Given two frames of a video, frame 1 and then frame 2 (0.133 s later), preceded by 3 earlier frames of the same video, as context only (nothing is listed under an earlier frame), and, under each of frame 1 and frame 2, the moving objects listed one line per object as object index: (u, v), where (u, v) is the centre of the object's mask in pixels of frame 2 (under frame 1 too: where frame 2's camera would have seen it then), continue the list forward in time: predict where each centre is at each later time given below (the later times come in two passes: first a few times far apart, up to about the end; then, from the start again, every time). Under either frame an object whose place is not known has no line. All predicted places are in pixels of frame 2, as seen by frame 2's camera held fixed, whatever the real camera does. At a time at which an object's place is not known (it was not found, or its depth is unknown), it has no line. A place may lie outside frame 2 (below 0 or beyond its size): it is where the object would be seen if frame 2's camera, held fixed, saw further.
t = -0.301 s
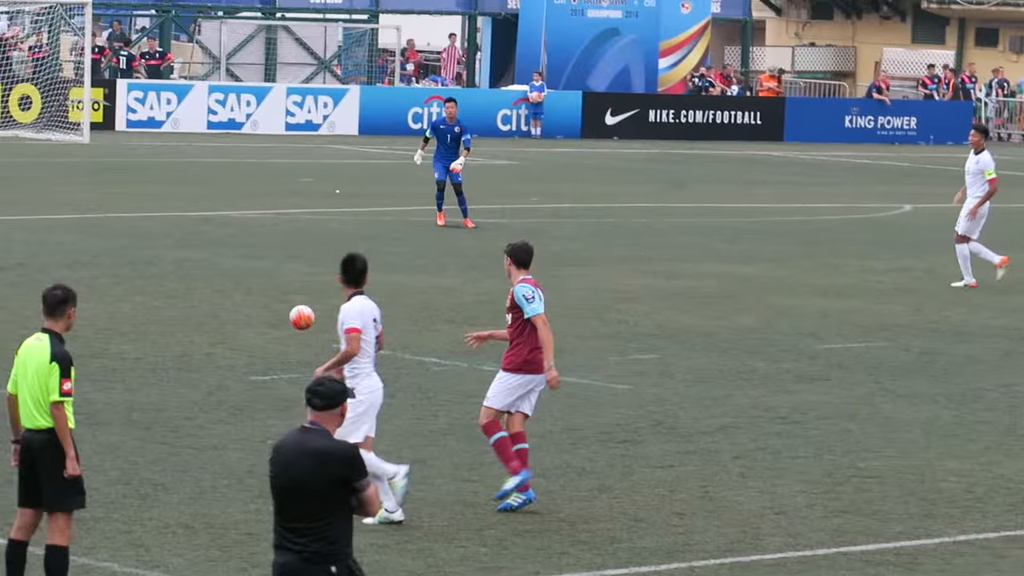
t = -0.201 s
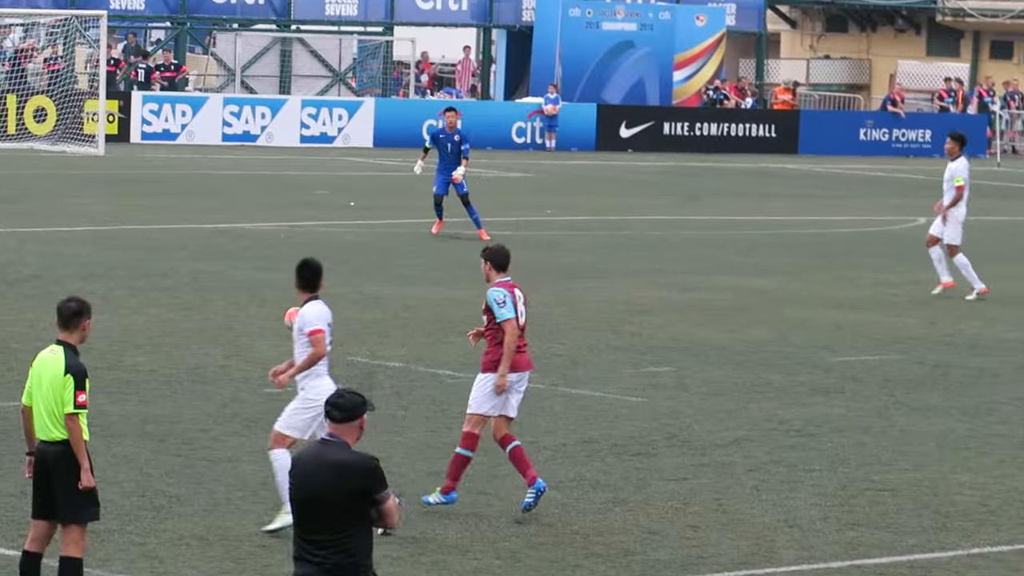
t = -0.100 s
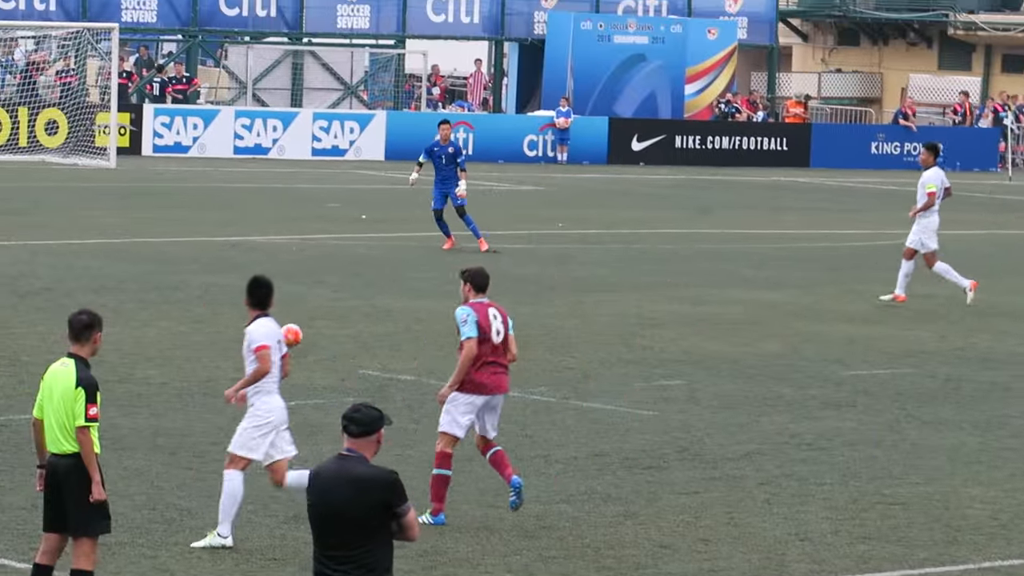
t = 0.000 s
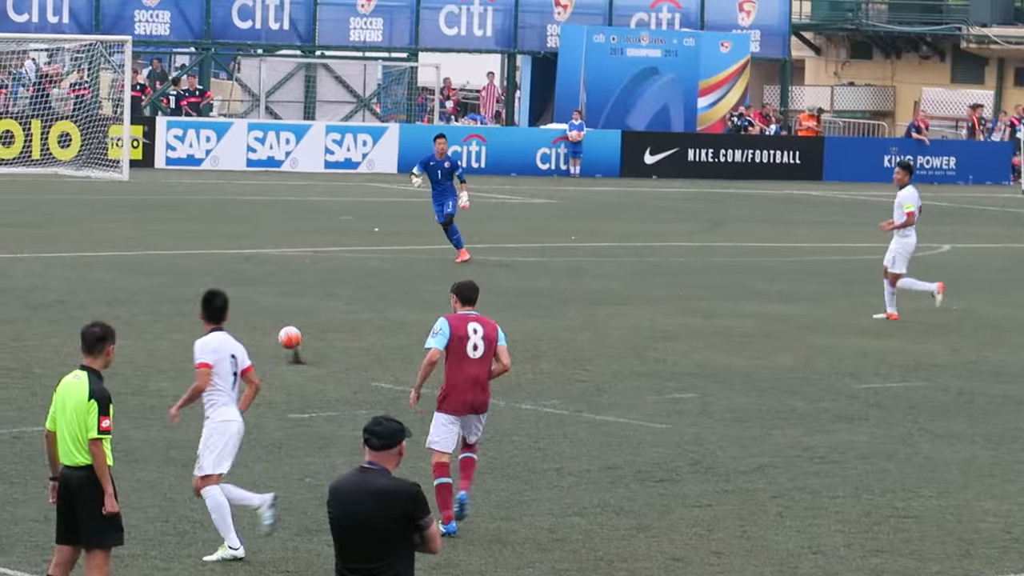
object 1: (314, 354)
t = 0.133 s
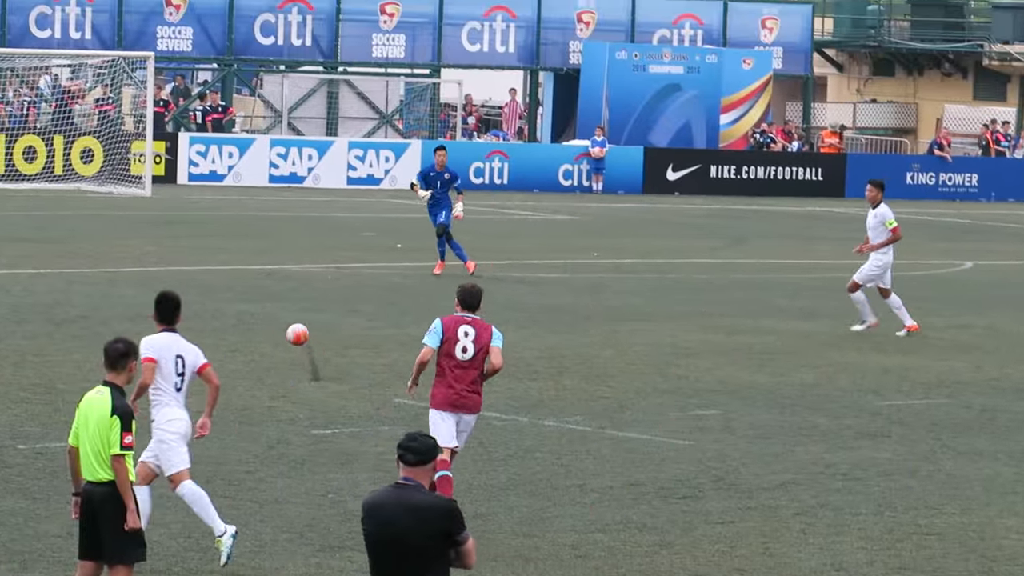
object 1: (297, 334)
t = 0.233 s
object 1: (286, 334)
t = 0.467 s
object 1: (264, 326)
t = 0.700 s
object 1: (249, 310)
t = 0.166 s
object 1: (293, 333)
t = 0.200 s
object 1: (289, 333)
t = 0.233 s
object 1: (286, 334)
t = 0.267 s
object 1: (283, 337)
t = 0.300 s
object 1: (279, 337)
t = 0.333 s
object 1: (276, 332)
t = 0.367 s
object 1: (273, 330)
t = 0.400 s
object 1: (269, 328)
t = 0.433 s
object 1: (267, 328)
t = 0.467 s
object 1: (264, 326)
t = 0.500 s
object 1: (262, 322)
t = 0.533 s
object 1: (259, 319)
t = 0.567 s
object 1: (257, 317)
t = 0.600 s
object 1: (255, 317)
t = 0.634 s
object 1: (253, 317)
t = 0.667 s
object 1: (251, 313)
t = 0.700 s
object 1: (249, 310)
